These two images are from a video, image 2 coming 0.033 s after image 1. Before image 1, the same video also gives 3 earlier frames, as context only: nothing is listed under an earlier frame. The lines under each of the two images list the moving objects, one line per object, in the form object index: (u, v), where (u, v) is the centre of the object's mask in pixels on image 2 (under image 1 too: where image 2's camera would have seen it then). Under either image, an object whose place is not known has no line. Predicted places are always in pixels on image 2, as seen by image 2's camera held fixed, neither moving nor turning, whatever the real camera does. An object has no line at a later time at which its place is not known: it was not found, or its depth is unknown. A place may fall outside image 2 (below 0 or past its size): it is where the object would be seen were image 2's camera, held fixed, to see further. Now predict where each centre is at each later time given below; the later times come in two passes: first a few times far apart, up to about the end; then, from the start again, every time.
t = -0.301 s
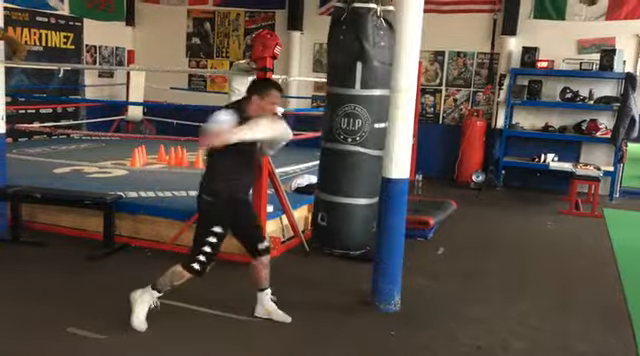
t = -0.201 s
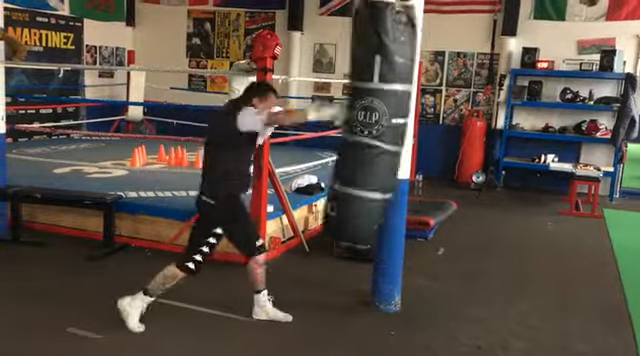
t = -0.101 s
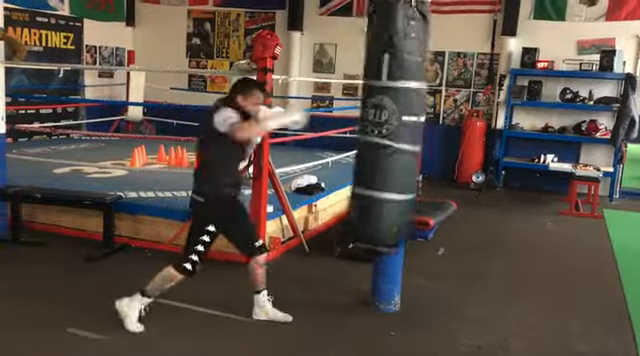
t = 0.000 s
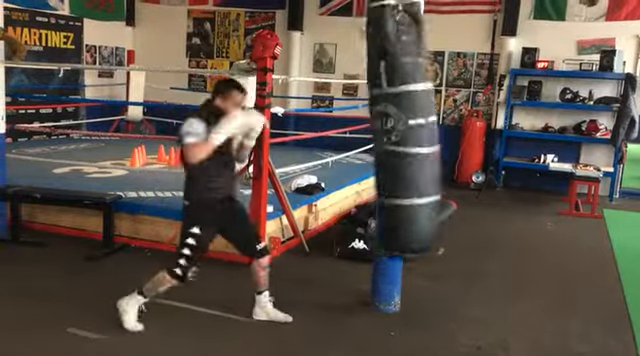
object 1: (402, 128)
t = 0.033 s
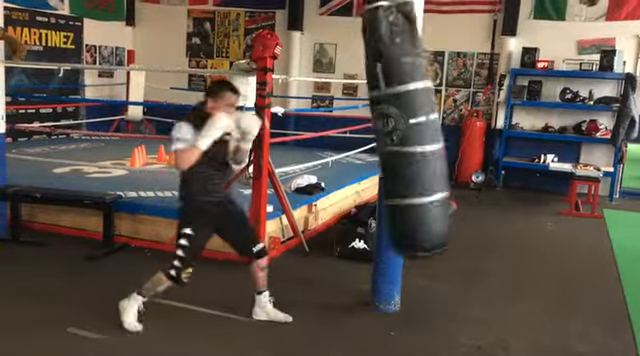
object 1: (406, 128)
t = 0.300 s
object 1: (428, 125)
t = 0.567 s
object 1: (422, 126)
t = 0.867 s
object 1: (376, 130)
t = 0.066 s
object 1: (409, 127)
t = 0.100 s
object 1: (412, 125)
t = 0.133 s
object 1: (415, 124)
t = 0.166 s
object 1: (417, 124)
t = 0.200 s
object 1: (420, 124)
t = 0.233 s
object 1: (422, 124)
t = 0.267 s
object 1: (425, 125)
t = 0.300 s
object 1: (428, 125)
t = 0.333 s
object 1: (430, 126)
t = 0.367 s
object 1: (431, 125)
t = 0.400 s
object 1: (432, 124)
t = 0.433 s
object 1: (432, 123)
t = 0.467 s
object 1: (431, 123)
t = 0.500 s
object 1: (429, 123)
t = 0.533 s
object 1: (426, 126)
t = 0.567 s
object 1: (422, 126)
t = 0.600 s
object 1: (418, 126)
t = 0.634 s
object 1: (413, 128)
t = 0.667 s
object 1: (407, 127)
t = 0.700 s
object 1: (402, 126)
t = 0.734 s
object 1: (397, 127)
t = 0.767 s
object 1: (392, 127)
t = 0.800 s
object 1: (387, 128)
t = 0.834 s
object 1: (382, 128)
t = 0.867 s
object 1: (376, 130)
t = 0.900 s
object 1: (371, 132)
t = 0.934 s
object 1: (366, 128)
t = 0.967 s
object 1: (360, 128)
